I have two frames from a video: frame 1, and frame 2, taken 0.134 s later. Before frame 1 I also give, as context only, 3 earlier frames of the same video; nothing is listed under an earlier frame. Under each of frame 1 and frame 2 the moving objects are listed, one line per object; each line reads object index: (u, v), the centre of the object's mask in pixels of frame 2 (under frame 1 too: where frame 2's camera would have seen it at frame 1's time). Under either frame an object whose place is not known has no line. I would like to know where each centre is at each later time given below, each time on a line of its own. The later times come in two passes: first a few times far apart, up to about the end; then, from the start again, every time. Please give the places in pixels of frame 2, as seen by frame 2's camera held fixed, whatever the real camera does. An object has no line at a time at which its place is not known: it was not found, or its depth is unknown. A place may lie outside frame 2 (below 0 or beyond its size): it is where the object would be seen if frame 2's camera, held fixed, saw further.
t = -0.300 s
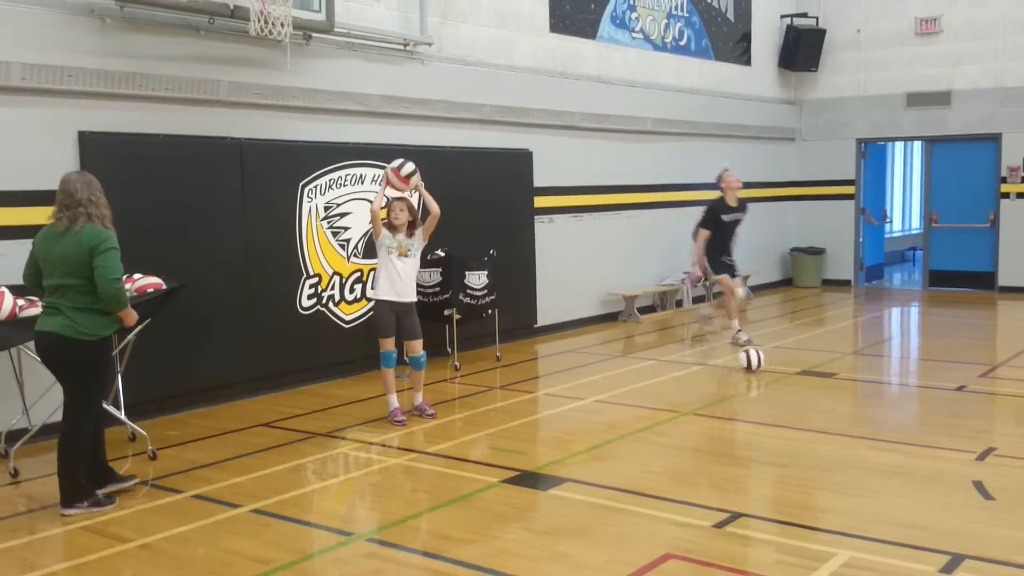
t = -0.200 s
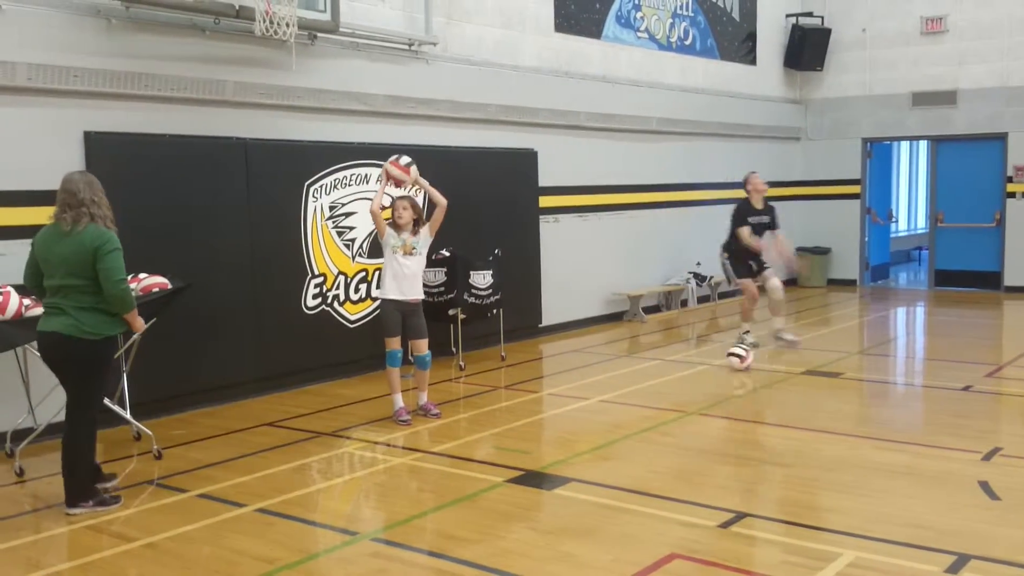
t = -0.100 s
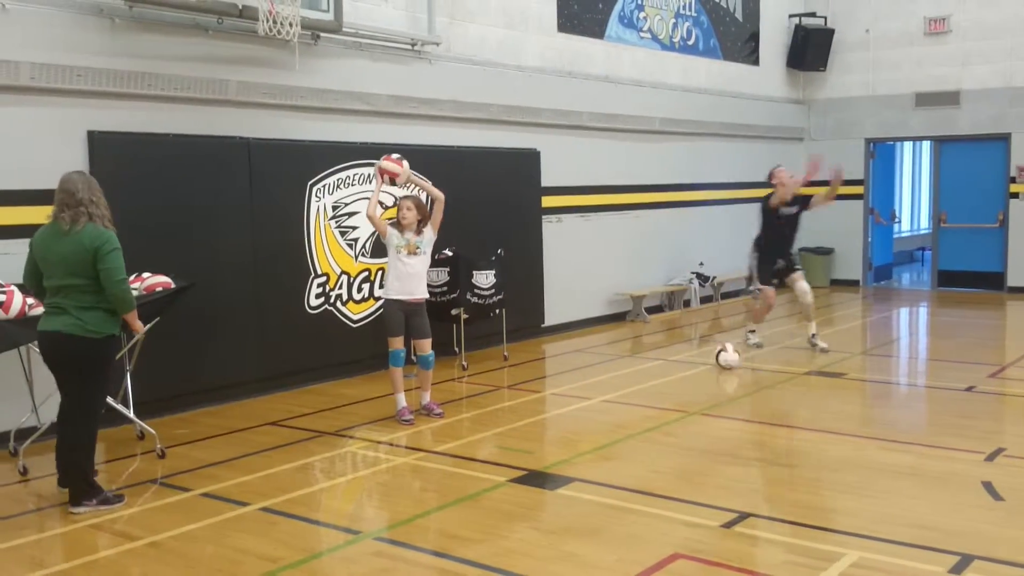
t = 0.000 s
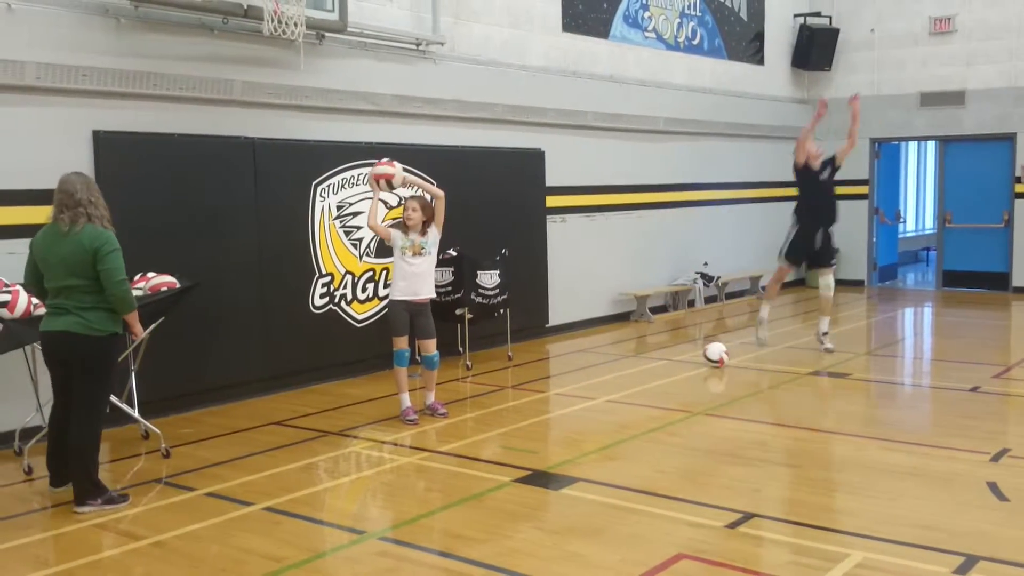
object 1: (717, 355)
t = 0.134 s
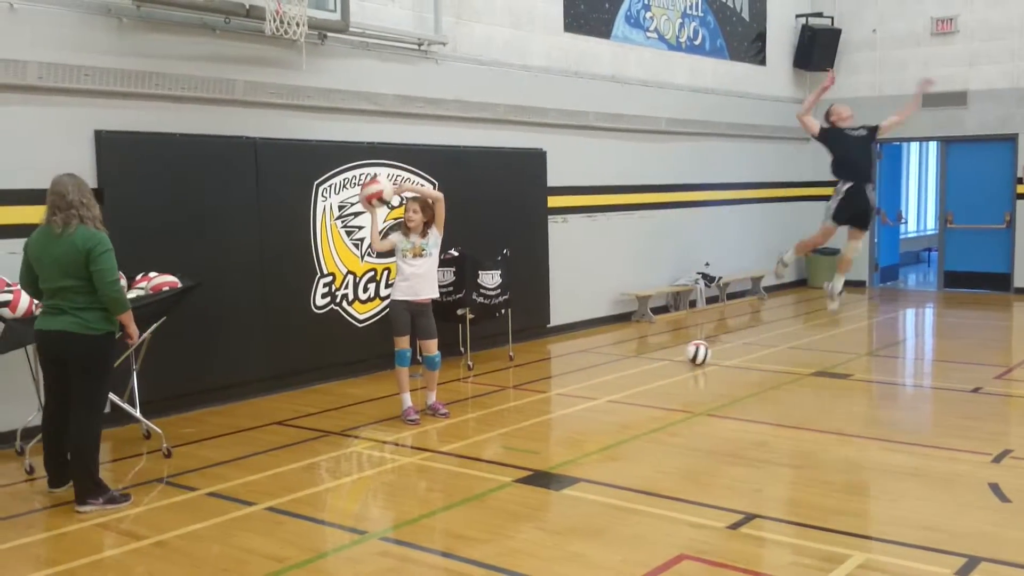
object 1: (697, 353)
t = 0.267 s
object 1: (680, 351)
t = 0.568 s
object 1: (639, 346)
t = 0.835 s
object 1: (608, 344)
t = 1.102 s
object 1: (577, 340)
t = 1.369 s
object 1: (550, 338)
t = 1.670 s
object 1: (521, 334)
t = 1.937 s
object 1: (529, 335)
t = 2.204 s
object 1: (538, 336)
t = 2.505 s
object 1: (548, 336)
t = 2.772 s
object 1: (557, 337)
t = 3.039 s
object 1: (565, 338)
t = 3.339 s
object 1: (574, 338)
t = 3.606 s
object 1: (581, 338)
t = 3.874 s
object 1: (588, 339)
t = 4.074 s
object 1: (593, 339)
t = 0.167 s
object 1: (693, 352)
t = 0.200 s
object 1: (689, 351)
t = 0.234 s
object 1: (685, 351)
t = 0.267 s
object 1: (680, 351)
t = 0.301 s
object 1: (675, 351)
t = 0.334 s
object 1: (670, 351)
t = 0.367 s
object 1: (666, 349)
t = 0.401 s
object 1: (661, 349)
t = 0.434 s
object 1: (657, 349)
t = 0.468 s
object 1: (653, 348)
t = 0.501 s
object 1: (648, 347)
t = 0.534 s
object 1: (644, 347)
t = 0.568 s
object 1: (639, 346)
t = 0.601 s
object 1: (635, 346)
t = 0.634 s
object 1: (632, 345)
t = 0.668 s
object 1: (628, 346)
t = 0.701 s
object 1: (624, 345)
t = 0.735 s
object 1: (621, 345)
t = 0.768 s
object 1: (616, 345)
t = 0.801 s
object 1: (611, 344)
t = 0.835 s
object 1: (608, 344)
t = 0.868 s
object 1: (604, 344)
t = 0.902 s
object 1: (600, 343)
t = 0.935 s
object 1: (596, 342)
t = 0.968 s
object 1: (593, 342)
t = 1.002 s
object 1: (589, 342)
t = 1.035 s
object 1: (585, 341)
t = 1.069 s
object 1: (581, 340)
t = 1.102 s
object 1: (577, 340)
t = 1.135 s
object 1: (574, 340)
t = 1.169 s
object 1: (570, 339)
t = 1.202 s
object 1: (567, 339)
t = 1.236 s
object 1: (564, 338)
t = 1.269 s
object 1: (560, 338)
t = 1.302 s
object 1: (556, 339)
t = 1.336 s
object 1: (553, 338)
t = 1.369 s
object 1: (550, 338)
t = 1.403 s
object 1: (546, 337)
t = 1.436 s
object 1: (543, 337)
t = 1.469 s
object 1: (540, 336)
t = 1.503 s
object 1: (537, 336)
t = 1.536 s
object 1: (534, 336)
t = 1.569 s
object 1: (530, 336)
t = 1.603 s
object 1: (527, 335)
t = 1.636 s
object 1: (524, 335)
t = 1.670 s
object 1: (521, 334)
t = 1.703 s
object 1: (521, 334)
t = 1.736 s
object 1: (523, 334)
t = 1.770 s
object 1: (524, 334)
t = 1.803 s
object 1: (525, 334)
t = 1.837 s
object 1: (526, 335)
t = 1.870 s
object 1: (527, 335)
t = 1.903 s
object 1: (528, 335)
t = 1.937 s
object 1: (529, 335)
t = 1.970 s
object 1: (531, 335)
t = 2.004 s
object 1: (532, 335)
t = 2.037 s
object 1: (532, 335)
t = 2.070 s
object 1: (534, 335)
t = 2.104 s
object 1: (535, 335)
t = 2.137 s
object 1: (536, 335)
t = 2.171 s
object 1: (537, 336)
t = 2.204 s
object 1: (538, 336)
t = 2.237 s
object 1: (539, 336)
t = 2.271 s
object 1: (541, 336)
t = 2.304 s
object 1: (542, 336)
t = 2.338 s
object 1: (542, 336)
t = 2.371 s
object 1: (544, 336)
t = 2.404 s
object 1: (545, 336)
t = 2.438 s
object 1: (545, 337)
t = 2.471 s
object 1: (547, 337)
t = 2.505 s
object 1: (548, 336)
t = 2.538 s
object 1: (550, 336)
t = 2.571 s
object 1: (550, 337)
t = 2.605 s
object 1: (552, 336)
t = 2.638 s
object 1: (553, 337)
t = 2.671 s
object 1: (554, 337)
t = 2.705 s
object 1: (555, 337)
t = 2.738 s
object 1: (556, 337)
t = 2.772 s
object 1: (557, 337)
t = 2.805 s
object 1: (558, 337)
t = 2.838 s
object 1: (559, 337)
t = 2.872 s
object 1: (560, 337)
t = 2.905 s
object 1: (561, 337)
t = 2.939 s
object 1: (562, 338)
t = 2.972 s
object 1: (563, 337)
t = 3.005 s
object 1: (564, 337)
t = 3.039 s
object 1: (565, 338)
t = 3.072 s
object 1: (566, 337)
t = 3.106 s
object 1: (567, 338)
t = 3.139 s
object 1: (568, 337)
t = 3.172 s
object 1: (569, 338)
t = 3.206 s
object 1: (570, 338)
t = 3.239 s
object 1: (571, 338)
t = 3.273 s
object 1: (572, 338)
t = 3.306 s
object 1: (573, 338)
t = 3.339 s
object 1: (574, 338)
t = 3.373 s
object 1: (575, 338)
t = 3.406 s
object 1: (576, 338)
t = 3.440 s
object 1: (577, 338)
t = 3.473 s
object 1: (578, 338)
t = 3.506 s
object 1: (579, 338)
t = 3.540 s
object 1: (580, 339)
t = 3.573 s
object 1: (580, 338)
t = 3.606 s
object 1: (581, 338)
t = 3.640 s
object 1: (581, 338)
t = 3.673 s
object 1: (582, 339)
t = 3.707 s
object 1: (583, 339)
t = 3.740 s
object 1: (585, 338)
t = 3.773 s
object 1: (585, 338)
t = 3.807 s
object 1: (586, 338)
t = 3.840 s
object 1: (586, 338)
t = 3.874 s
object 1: (588, 339)
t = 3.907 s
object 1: (588, 338)
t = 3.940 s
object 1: (589, 338)
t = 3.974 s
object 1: (590, 338)
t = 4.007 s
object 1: (591, 338)
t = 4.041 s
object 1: (592, 338)
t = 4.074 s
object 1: (593, 339)
